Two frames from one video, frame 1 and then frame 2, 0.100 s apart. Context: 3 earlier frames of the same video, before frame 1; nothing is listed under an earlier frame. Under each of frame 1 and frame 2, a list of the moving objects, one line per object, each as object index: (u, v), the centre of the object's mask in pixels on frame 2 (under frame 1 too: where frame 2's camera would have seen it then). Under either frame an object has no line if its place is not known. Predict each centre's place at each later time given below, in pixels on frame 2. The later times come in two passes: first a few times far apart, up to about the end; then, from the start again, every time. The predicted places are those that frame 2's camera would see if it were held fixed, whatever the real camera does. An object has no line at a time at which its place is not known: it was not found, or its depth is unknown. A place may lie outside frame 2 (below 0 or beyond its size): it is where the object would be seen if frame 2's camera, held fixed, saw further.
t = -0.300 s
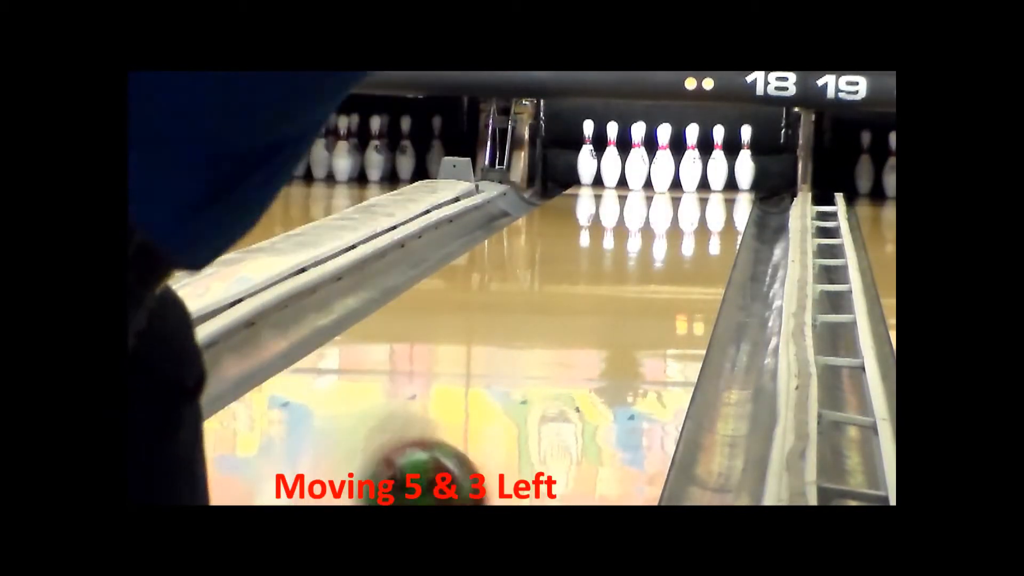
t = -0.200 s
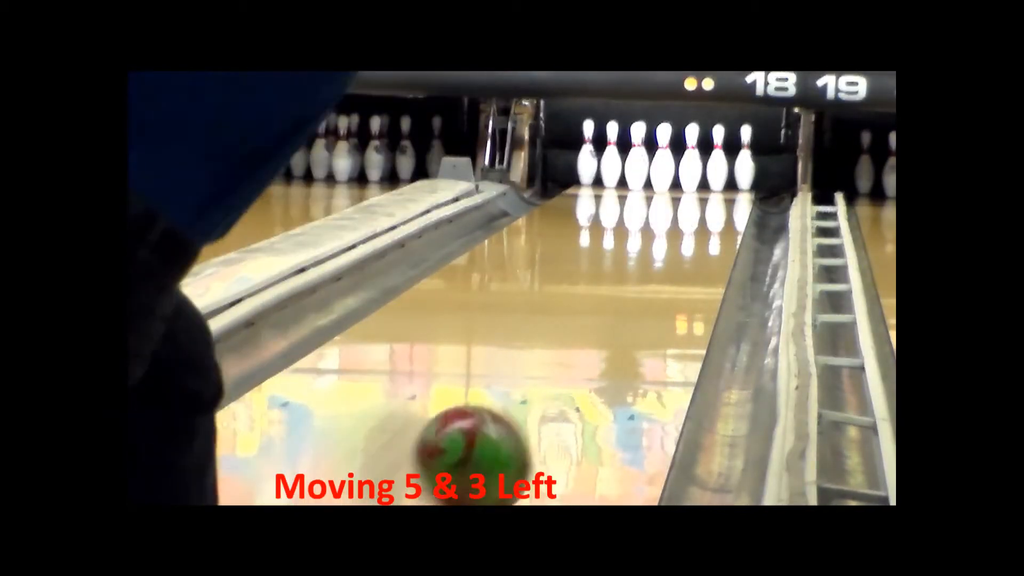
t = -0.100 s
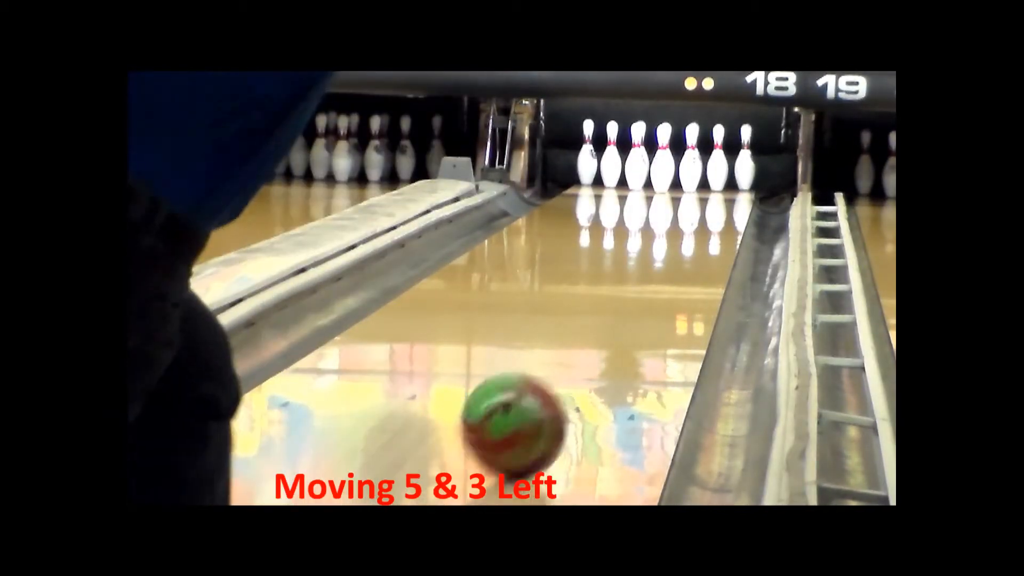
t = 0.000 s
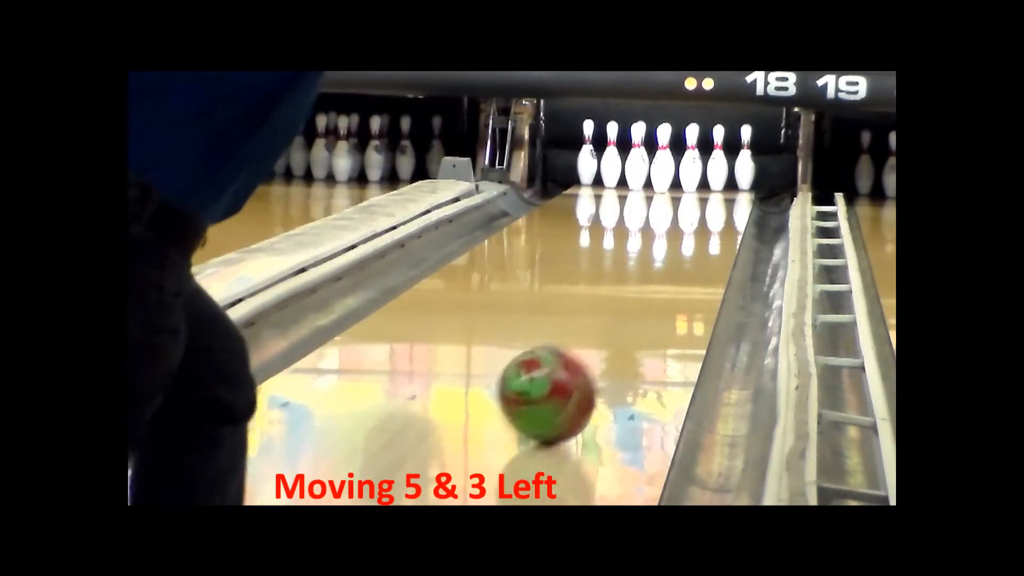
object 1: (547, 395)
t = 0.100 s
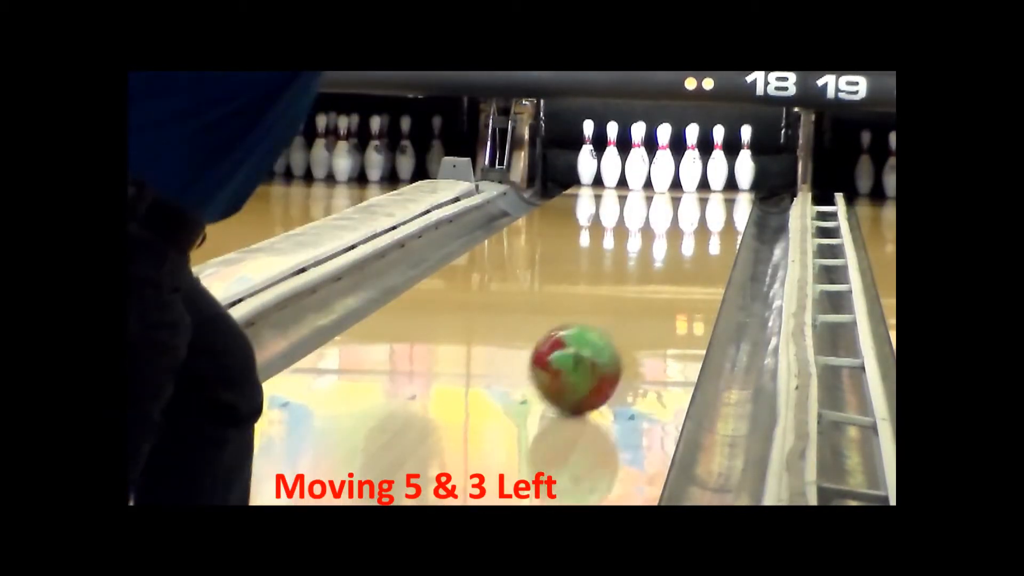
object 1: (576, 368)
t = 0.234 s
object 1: (606, 340)
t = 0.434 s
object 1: (643, 305)
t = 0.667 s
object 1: (673, 273)
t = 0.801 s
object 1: (685, 257)
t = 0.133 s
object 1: (584, 360)
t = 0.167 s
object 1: (592, 353)
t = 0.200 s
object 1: (599, 346)
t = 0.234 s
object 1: (606, 340)
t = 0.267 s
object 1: (613, 333)
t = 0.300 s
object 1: (619, 328)
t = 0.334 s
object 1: (626, 322)
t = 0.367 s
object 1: (632, 316)
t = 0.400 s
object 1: (637, 310)
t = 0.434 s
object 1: (643, 305)
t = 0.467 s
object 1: (647, 300)
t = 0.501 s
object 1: (652, 295)
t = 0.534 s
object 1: (657, 290)
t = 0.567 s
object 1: (661, 285)
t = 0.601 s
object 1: (665, 282)
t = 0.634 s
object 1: (669, 277)
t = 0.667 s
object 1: (673, 273)
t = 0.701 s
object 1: (676, 269)
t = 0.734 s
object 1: (680, 264)
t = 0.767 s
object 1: (682, 261)
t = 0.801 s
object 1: (685, 257)
